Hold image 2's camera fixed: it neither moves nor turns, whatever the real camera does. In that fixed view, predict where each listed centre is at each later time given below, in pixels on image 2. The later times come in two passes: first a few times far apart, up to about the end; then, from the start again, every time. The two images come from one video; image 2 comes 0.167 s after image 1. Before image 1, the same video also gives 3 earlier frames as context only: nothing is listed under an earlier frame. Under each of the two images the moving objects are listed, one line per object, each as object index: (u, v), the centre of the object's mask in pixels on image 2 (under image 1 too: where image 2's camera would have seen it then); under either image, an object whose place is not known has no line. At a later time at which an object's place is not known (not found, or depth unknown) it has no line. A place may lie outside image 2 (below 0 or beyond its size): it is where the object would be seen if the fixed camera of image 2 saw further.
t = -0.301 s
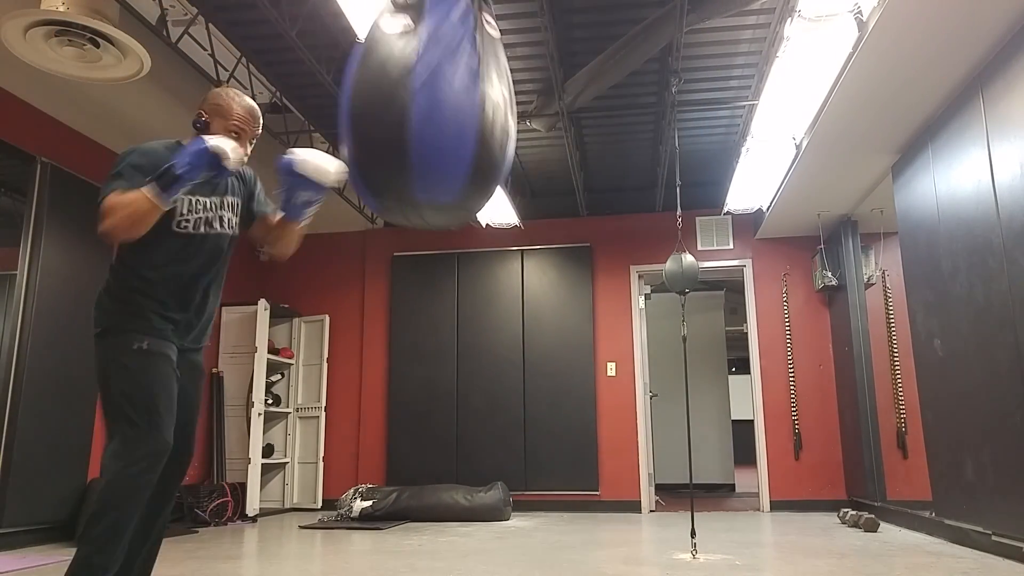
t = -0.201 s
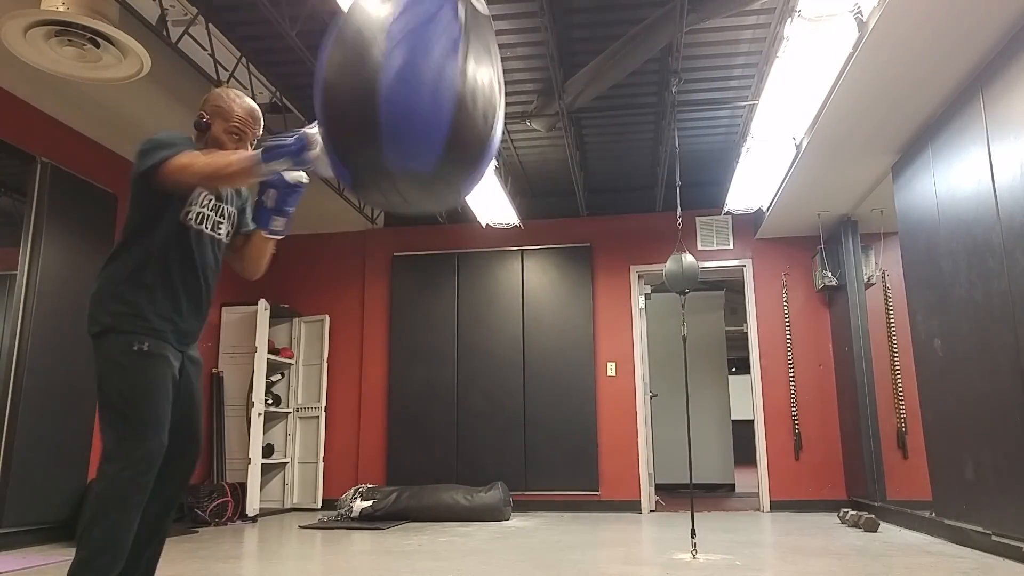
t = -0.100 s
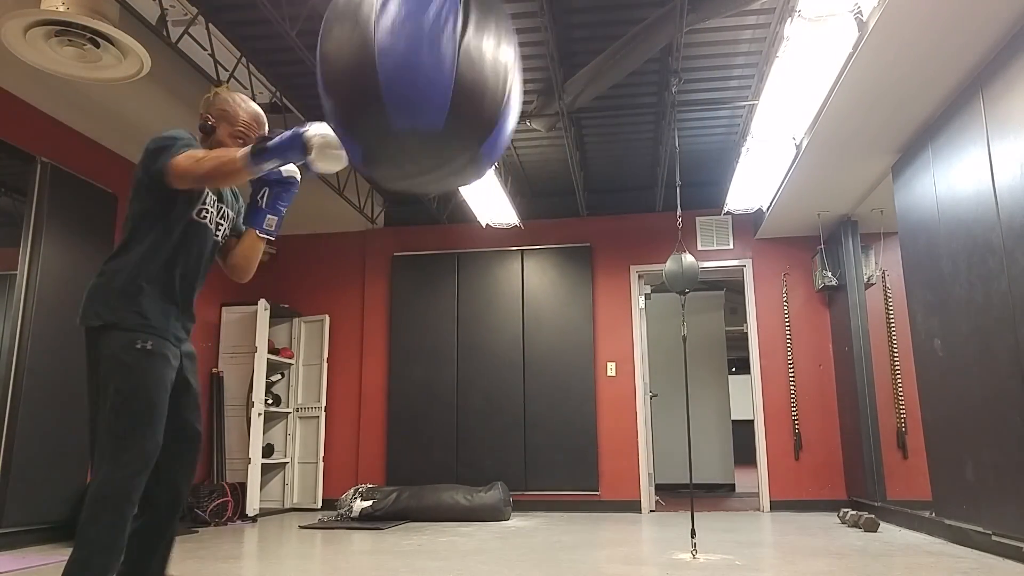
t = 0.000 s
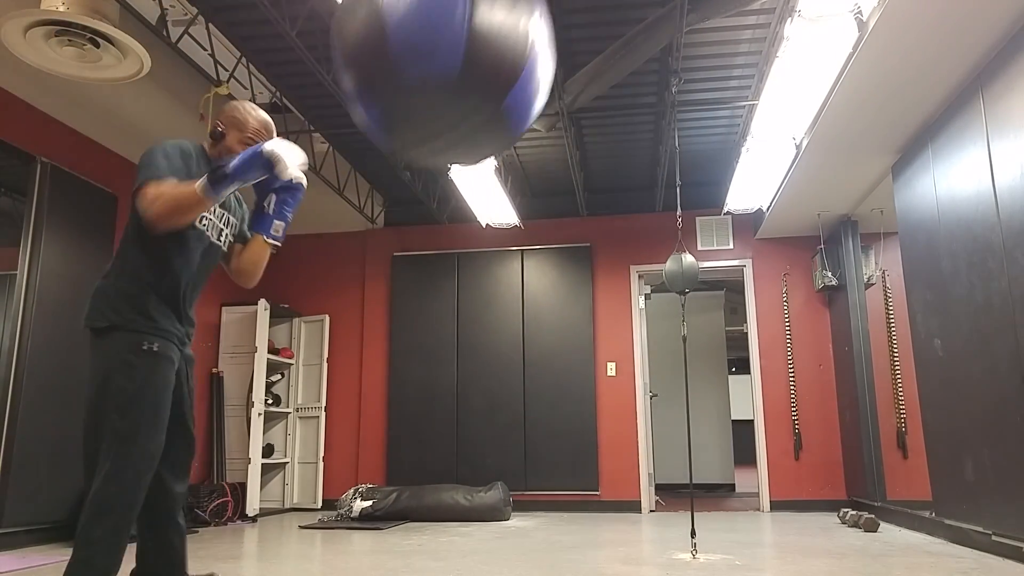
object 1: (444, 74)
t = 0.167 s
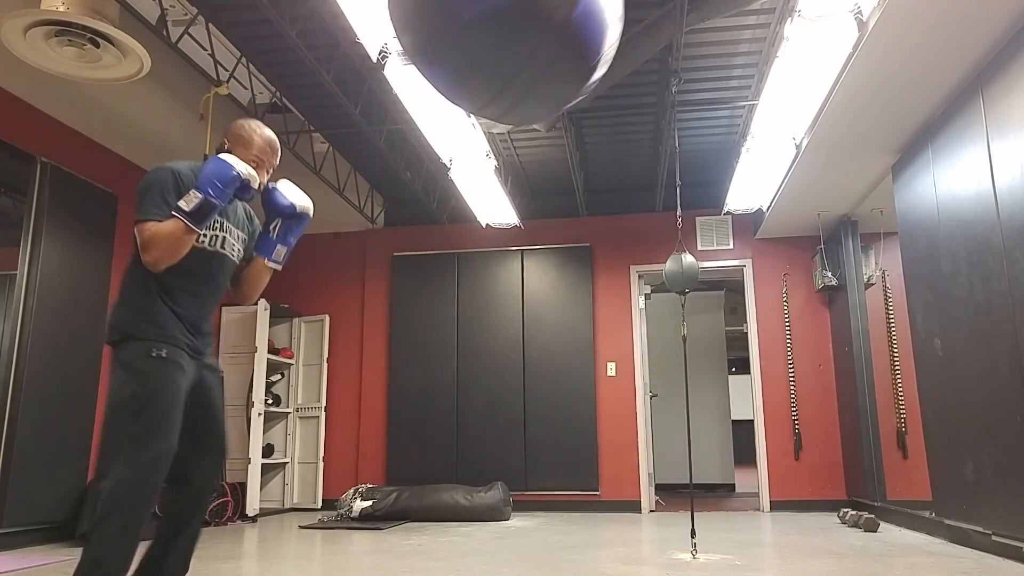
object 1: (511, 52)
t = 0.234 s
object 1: (535, 49)
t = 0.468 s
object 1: (602, 54)
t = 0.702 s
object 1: (608, 79)
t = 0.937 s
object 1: (564, 114)
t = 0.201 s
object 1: (523, 50)
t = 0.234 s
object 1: (535, 49)
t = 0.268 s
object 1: (544, 46)
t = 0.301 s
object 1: (554, 45)
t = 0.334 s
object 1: (565, 47)
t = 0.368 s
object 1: (577, 48)
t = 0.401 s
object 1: (586, 51)
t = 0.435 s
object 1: (595, 55)
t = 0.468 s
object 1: (602, 54)
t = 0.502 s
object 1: (608, 57)
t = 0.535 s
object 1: (613, 59)
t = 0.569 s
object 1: (613, 61)
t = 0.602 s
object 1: (614, 63)
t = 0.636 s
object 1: (612, 69)
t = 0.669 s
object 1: (612, 75)
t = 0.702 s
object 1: (608, 79)
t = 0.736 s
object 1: (605, 87)
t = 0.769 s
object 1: (599, 92)
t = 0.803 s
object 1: (595, 99)
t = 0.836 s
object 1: (588, 103)
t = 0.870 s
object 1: (581, 108)
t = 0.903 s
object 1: (570, 110)
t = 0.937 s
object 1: (564, 114)
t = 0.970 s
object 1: (553, 115)
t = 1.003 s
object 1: (546, 117)
